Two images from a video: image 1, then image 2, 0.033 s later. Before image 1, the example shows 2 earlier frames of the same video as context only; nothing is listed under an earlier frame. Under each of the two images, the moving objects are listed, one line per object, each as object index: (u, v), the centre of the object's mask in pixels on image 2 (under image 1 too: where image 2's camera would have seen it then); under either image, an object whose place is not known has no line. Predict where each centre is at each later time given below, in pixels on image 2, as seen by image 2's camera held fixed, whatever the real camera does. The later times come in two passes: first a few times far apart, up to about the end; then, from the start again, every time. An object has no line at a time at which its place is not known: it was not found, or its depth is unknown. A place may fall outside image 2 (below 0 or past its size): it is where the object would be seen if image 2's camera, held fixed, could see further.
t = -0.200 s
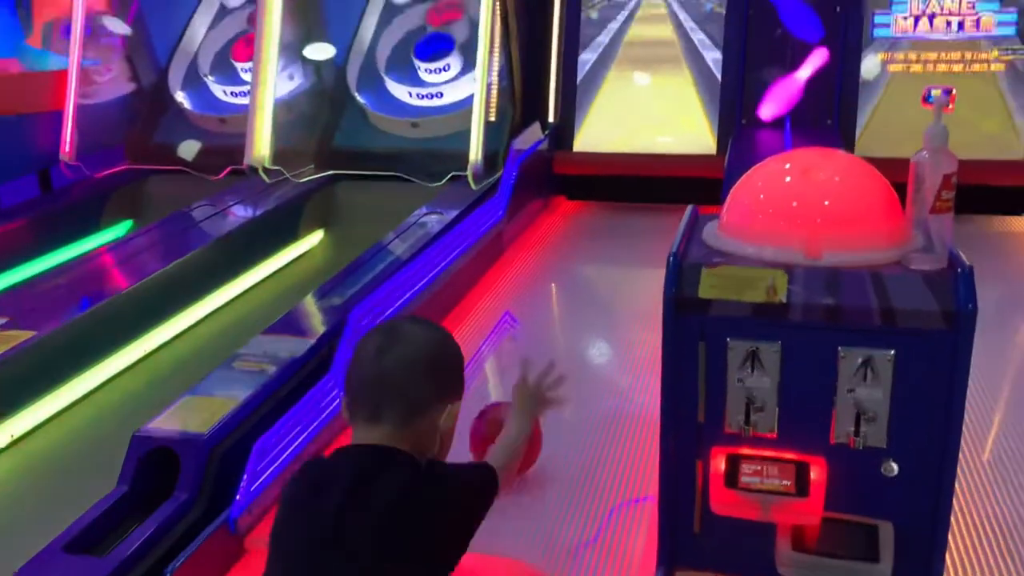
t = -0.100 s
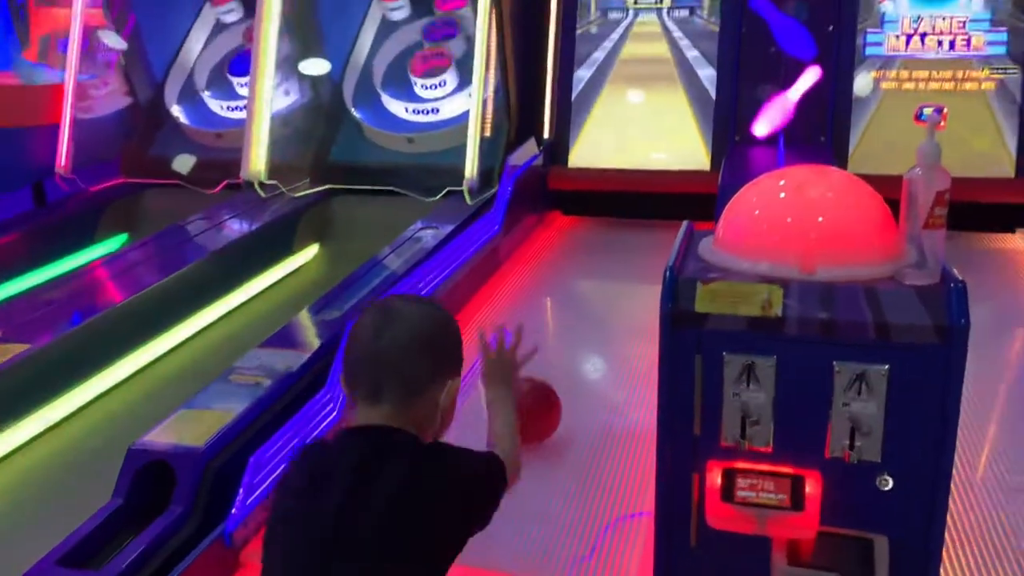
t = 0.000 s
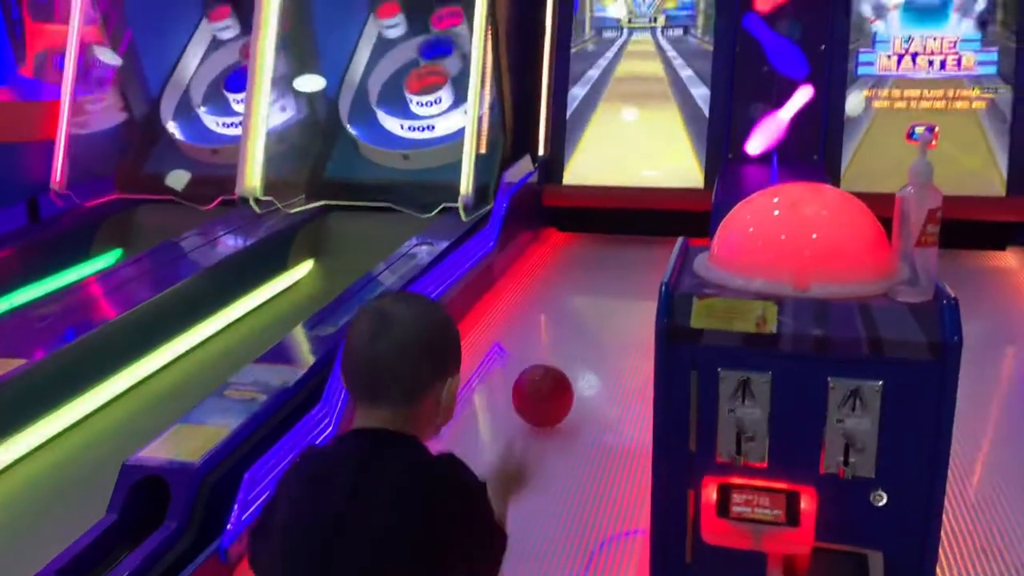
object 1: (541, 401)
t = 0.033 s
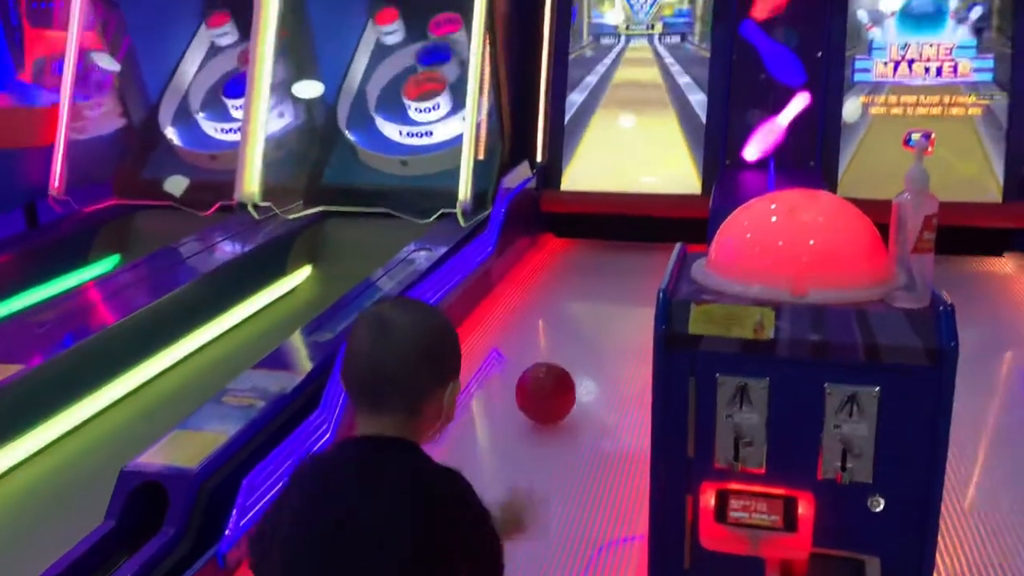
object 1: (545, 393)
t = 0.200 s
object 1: (564, 362)
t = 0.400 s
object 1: (583, 334)
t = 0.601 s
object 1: (599, 311)
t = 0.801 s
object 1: (613, 293)
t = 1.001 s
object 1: (626, 279)
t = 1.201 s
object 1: (638, 267)
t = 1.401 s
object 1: (648, 257)
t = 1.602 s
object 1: (657, 251)
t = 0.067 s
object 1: (550, 386)
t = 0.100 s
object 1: (554, 379)
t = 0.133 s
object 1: (557, 373)
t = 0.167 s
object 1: (561, 368)
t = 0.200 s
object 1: (564, 362)
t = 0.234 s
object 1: (568, 357)
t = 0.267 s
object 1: (571, 351)
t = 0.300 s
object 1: (574, 347)
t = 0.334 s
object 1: (577, 342)
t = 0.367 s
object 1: (580, 338)
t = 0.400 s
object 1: (583, 334)
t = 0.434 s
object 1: (586, 329)
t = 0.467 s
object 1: (589, 325)
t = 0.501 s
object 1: (591, 322)
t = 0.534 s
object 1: (594, 318)
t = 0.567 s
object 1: (597, 314)
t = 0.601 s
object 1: (599, 311)
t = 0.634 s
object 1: (602, 307)
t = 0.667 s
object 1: (604, 305)
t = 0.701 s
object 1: (607, 302)
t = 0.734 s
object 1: (609, 299)
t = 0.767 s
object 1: (611, 296)
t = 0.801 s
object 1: (613, 293)
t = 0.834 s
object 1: (616, 290)
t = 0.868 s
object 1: (618, 288)
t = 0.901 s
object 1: (620, 286)
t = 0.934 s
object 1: (622, 283)
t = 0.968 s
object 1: (624, 281)
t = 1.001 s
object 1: (626, 279)
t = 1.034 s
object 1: (628, 276)
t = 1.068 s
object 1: (630, 275)
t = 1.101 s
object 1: (632, 272)
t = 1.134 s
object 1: (634, 271)
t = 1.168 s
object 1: (636, 269)
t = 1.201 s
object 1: (638, 267)
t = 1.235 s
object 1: (639, 265)
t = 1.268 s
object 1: (641, 264)
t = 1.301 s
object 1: (643, 262)
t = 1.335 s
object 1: (645, 261)
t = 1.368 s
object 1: (646, 259)
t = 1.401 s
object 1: (648, 257)
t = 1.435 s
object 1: (649, 256)
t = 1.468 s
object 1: (651, 255)
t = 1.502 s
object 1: (653, 254)
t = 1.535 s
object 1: (654, 252)
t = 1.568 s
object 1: (655, 251)
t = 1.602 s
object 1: (657, 251)
